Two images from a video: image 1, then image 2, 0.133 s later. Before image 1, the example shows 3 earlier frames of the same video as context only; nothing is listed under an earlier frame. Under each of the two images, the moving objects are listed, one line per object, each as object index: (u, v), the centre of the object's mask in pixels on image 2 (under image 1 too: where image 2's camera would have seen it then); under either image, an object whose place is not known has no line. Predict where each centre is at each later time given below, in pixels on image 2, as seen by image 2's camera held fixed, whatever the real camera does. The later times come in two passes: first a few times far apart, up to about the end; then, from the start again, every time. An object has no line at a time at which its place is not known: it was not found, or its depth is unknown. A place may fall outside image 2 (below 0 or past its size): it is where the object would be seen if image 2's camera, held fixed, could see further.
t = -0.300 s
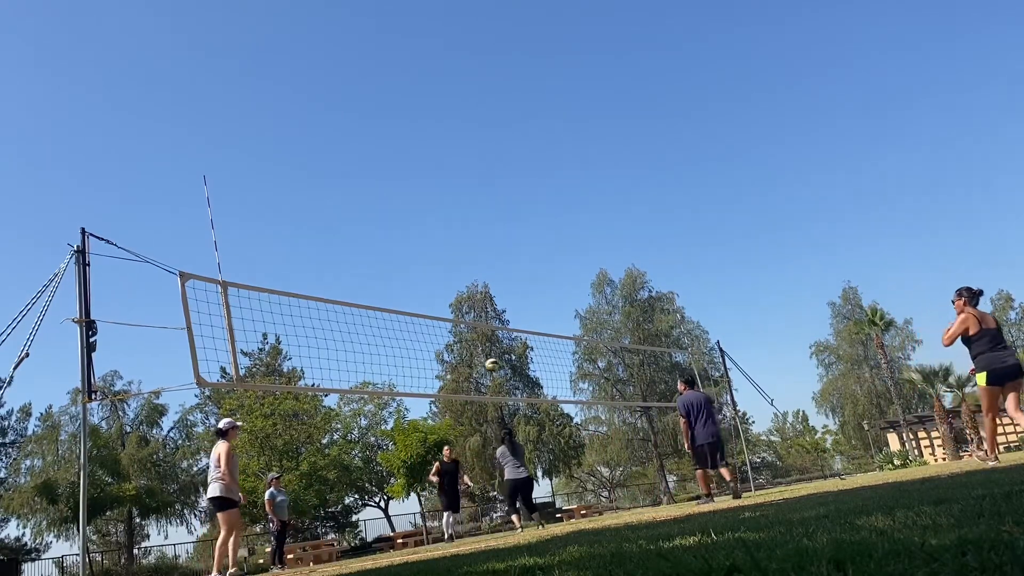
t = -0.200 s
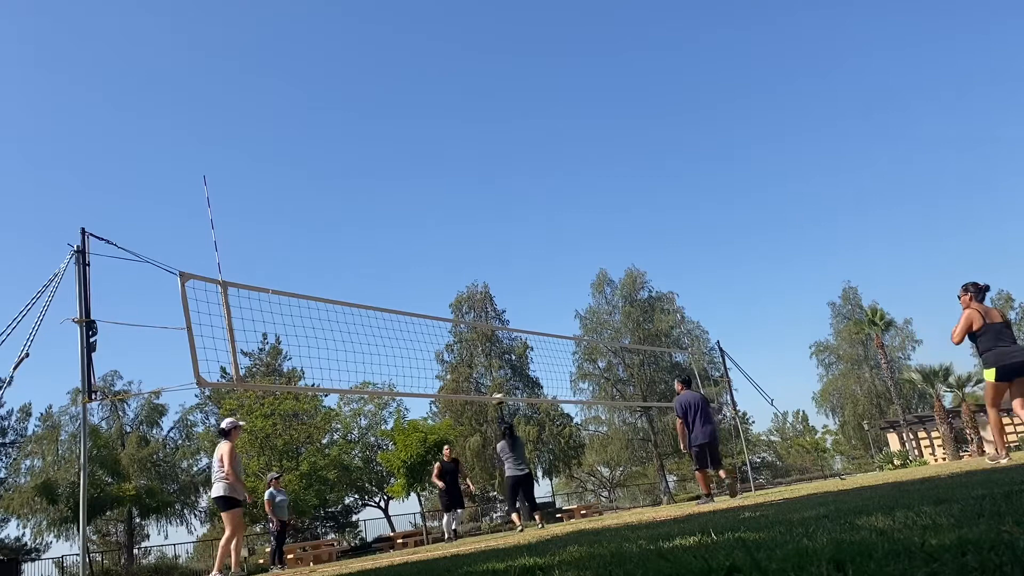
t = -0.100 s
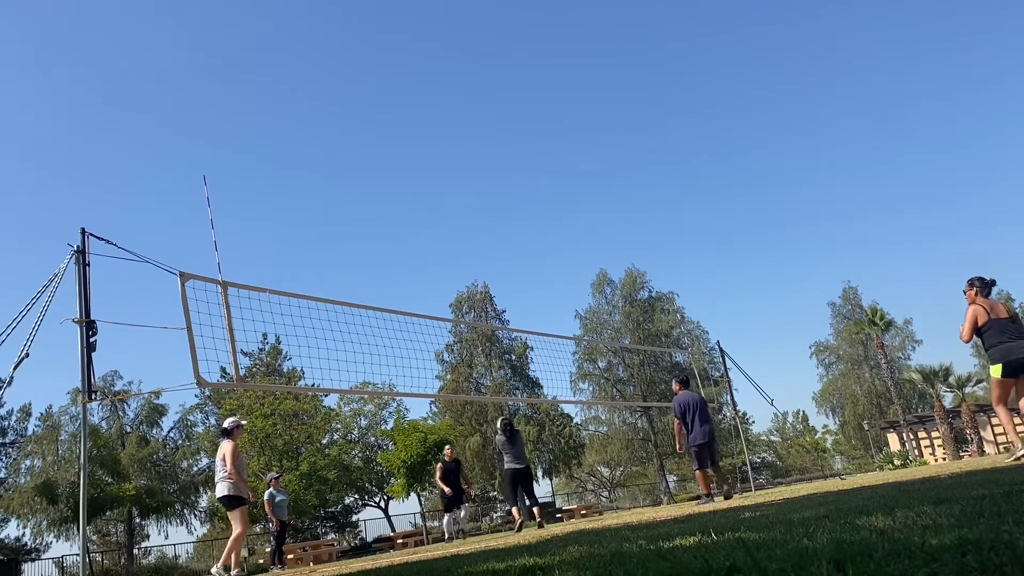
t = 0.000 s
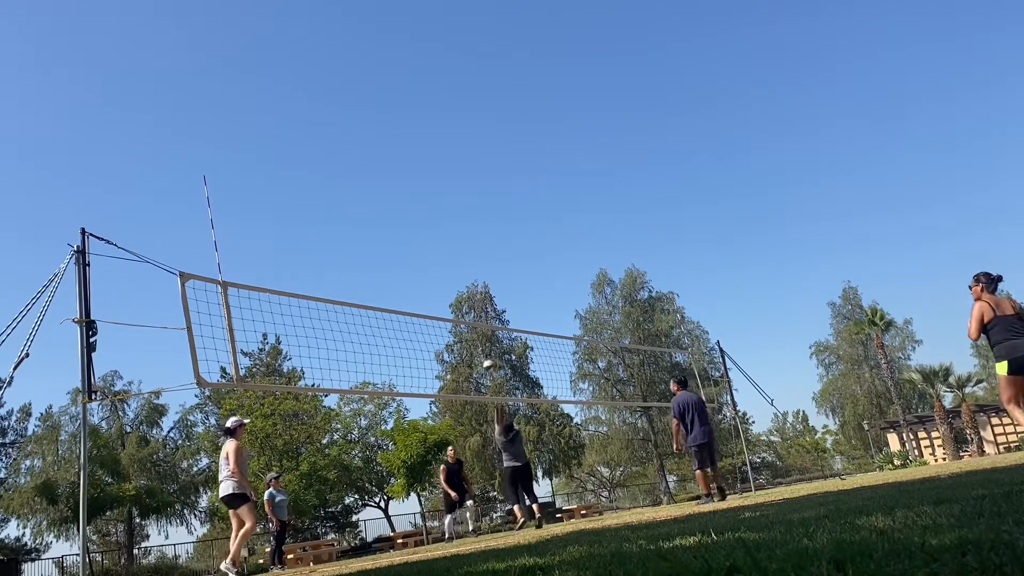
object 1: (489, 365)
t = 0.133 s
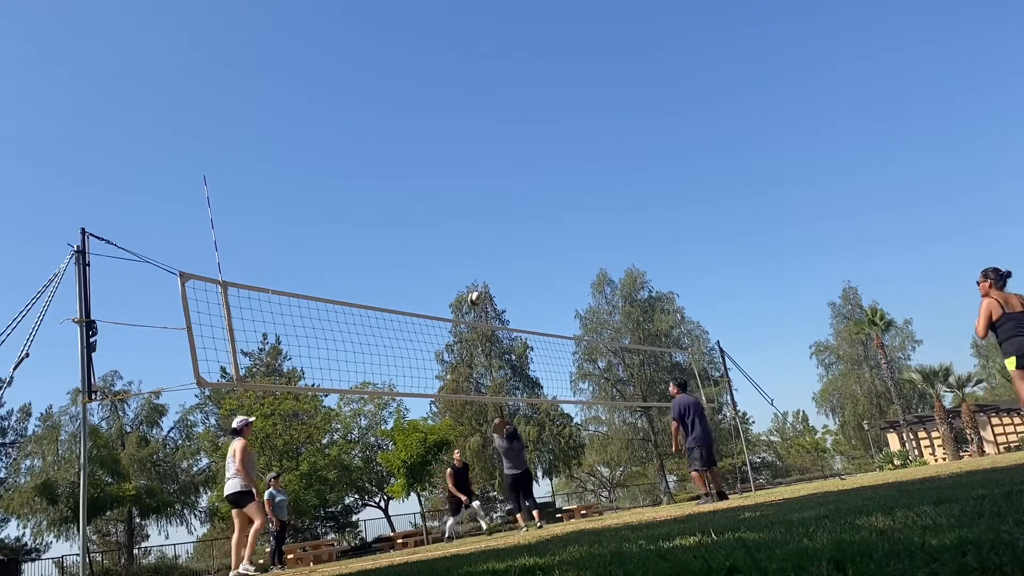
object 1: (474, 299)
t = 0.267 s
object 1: (462, 245)
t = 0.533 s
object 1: (440, 170)
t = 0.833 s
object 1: (421, 136)
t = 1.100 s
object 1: (410, 155)
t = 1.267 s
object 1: (406, 195)
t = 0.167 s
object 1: (471, 284)
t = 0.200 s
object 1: (468, 270)
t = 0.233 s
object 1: (465, 257)
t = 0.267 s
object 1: (462, 245)
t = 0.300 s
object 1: (459, 233)
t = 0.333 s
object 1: (456, 222)
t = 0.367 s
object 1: (452, 212)
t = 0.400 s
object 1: (450, 203)
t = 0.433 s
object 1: (447, 193)
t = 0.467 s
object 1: (444, 185)
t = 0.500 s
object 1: (442, 177)
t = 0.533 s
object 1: (440, 170)
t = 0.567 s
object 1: (437, 164)
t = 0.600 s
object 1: (435, 158)
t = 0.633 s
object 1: (432, 153)
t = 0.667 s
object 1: (430, 149)
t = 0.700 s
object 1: (428, 145)
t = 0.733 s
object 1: (426, 142)
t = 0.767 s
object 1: (424, 139)
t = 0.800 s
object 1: (422, 138)
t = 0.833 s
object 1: (421, 136)
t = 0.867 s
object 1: (419, 136)
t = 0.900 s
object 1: (417, 136)
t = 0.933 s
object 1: (416, 137)
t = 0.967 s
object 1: (415, 139)
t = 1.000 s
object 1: (413, 142)
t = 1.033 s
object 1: (412, 145)
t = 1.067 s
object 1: (411, 150)
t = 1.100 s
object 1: (410, 155)
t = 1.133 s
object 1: (409, 161)
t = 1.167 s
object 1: (408, 168)
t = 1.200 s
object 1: (407, 176)
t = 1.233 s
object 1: (407, 185)
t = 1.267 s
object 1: (406, 195)
